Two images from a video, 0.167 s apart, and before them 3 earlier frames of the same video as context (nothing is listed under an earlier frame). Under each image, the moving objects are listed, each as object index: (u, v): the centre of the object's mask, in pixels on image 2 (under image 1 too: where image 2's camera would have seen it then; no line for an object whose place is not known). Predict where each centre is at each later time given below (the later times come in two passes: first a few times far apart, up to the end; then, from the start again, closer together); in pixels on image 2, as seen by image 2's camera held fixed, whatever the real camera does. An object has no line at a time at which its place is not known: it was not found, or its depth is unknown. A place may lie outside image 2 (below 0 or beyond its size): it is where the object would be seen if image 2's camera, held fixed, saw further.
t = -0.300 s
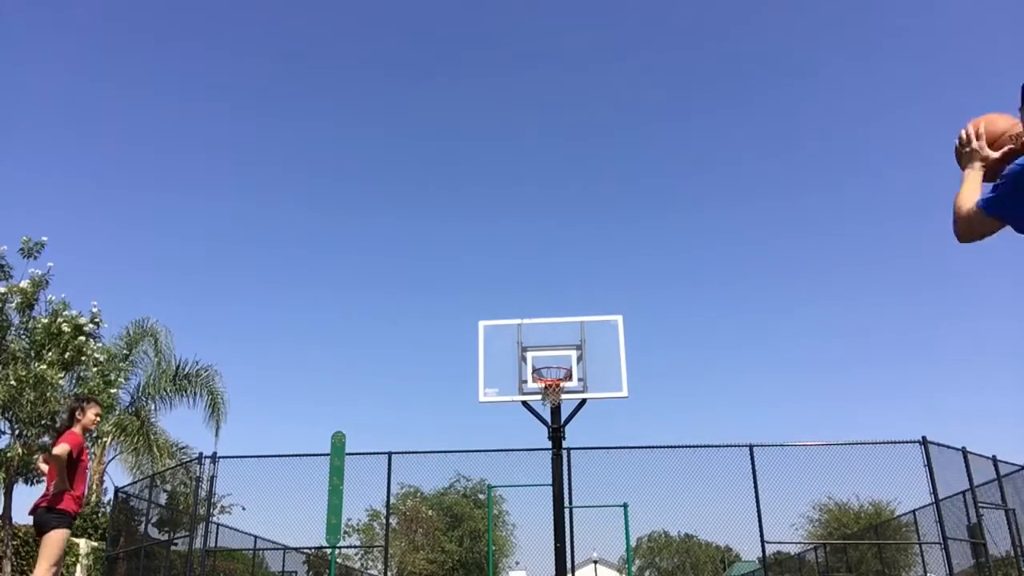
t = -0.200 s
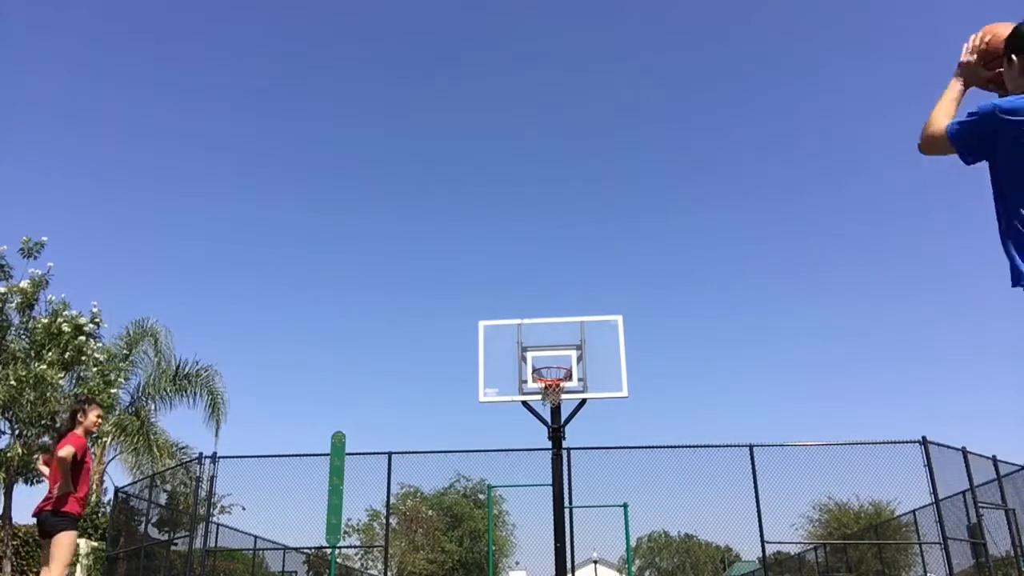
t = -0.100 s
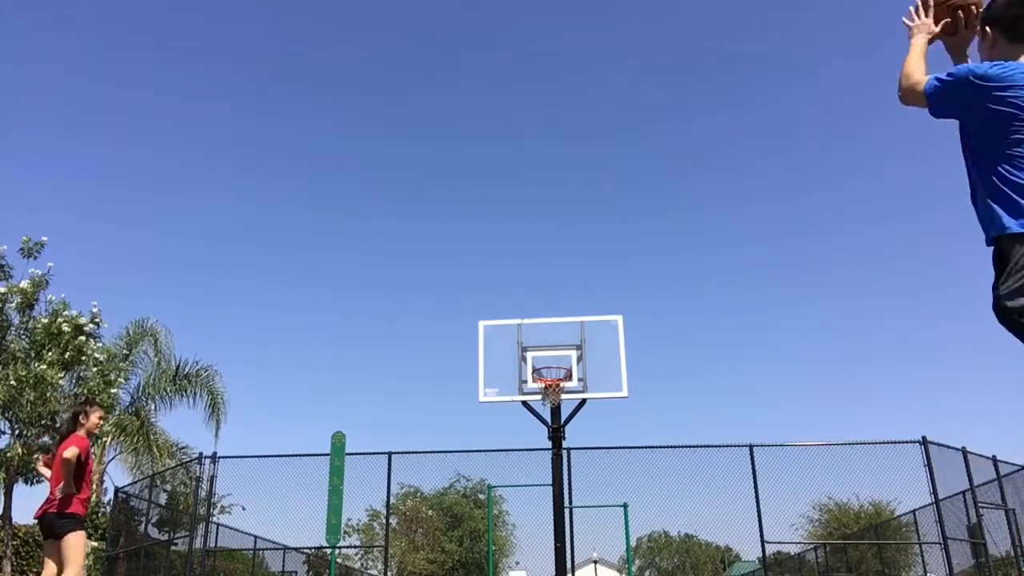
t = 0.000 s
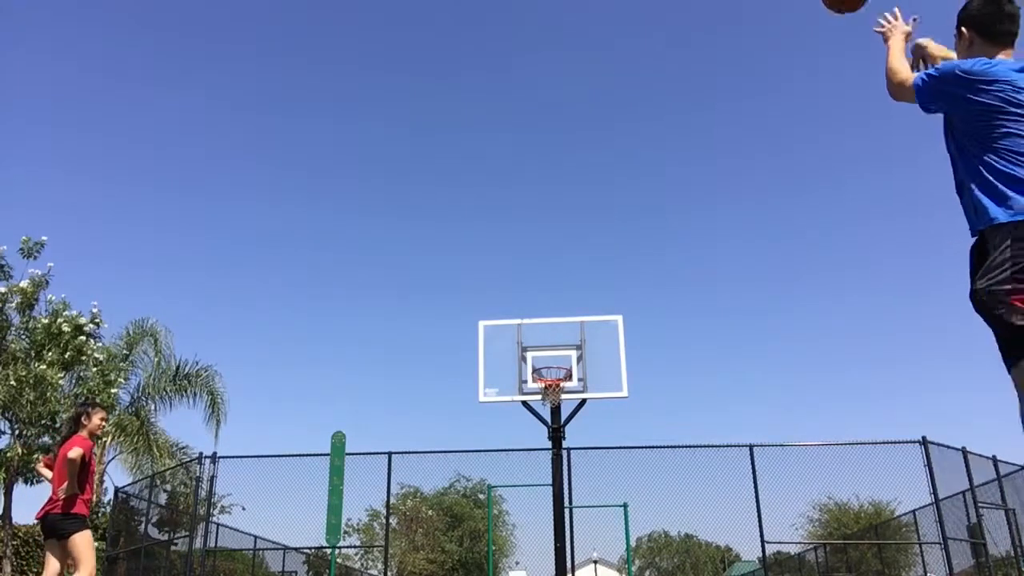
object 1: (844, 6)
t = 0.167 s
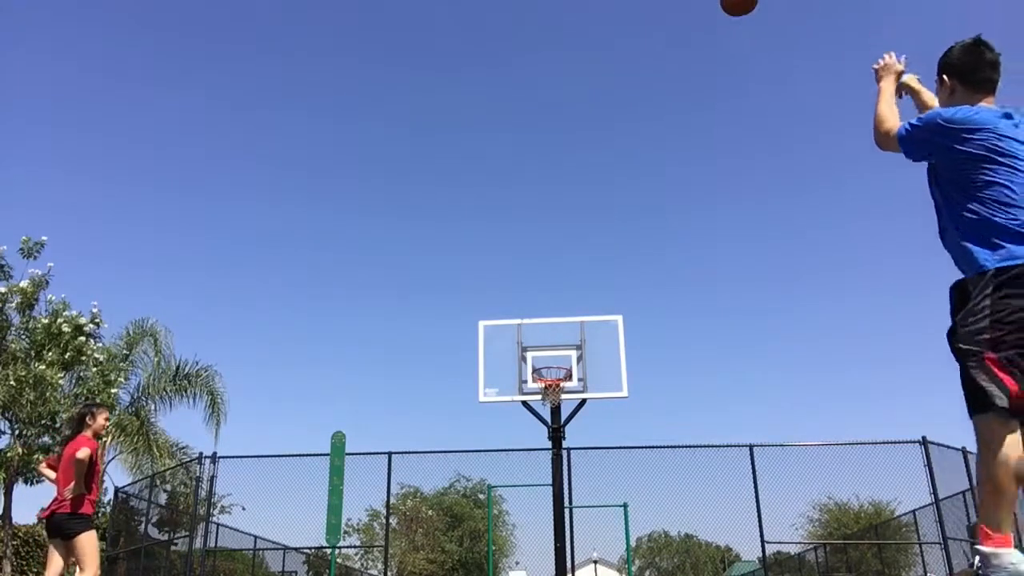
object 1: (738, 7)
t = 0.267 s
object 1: (697, 15)
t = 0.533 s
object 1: (628, 88)
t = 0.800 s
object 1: (586, 190)
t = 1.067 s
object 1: (558, 317)
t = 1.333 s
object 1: (554, 385)
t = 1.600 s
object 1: (556, 405)
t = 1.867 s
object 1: (559, 494)
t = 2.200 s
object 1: (561, 570)
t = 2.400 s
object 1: (560, 496)
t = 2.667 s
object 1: (560, 454)
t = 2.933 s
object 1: (563, 475)
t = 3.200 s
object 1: (567, 560)
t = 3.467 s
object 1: (568, 570)
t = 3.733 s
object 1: (568, 512)
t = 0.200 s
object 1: (723, 9)
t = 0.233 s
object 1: (710, 11)
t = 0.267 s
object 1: (697, 15)
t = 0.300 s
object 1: (687, 21)
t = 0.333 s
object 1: (676, 29)
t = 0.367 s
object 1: (666, 38)
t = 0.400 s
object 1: (658, 47)
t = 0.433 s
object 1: (649, 57)
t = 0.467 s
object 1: (641, 67)
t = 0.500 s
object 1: (634, 77)
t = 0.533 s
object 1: (628, 88)
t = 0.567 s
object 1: (621, 99)
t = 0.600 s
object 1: (615, 111)
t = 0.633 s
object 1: (610, 123)
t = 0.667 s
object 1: (605, 136)
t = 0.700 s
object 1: (600, 149)
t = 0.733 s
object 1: (595, 163)
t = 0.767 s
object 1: (591, 176)
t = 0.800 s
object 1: (586, 190)
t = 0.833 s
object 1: (582, 205)
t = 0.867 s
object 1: (578, 220)
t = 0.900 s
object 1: (574, 235)
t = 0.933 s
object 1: (571, 251)
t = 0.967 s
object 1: (568, 267)
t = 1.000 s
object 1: (564, 283)
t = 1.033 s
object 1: (561, 300)
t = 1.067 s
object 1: (558, 317)
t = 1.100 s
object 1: (555, 335)
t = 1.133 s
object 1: (552, 353)
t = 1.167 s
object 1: (548, 373)
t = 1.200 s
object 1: (551, 382)
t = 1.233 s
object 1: (555, 389)
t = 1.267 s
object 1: (556, 389)
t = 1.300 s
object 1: (555, 386)
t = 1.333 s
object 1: (554, 385)
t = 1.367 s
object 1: (555, 382)
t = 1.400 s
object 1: (555, 382)
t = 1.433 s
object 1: (555, 382)
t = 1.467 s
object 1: (555, 386)
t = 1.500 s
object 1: (555, 388)
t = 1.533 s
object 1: (555, 392)
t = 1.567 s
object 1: (556, 398)
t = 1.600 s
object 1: (556, 405)
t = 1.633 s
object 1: (557, 413)
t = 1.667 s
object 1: (557, 421)
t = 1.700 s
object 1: (558, 430)
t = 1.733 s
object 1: (558, 440)
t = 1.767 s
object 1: (559, 452)
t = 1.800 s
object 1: (559, 465)
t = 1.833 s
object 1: (559, 478)
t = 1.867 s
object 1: (559, 494)
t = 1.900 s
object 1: (560, 510)
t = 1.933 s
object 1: (560, 527)
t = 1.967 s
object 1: (560, 545)
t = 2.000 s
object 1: (561, 565)
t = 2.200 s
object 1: (561, 570)
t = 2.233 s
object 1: (561, 558)
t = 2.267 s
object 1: (560, 543)
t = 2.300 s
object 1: (560, 529)
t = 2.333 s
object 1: (560, 517)
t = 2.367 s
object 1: (559, 505)
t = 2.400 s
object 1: (560, 496)
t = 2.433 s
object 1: (559, 487)
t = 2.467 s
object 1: (559, 479)
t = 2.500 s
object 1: (559, 472)
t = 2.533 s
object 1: (559, 466)
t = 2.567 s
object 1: (559, 462)
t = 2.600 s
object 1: (559, 459)
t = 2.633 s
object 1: (560, 455)
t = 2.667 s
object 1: (560, 454)
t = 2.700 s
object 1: (560, 454)
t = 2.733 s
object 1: (560, 454)
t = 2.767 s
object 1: (560, 455)
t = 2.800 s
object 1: (561, 457)
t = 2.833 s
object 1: (561, 460)
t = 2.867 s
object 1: (562, 464)
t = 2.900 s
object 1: (563, 468)
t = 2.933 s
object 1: (563, 475)
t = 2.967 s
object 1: (563, 482)
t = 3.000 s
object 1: (564, 490)
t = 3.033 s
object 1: (564, 499)
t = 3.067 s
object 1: (565, 509)
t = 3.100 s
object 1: (566, 520)
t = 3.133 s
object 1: (566, 533)
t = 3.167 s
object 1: (566, 546)
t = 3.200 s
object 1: (567, 560)
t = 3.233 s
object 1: (567, 571)
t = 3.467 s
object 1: (568, 570)
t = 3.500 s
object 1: (568, 562)
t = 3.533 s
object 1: (569, 551)
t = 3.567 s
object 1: (568, 542)
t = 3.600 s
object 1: (569, 534)
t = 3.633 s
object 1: (568, 527)
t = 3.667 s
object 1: (568, 521)
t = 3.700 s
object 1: (568, 516)
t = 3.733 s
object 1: (568, 512)
